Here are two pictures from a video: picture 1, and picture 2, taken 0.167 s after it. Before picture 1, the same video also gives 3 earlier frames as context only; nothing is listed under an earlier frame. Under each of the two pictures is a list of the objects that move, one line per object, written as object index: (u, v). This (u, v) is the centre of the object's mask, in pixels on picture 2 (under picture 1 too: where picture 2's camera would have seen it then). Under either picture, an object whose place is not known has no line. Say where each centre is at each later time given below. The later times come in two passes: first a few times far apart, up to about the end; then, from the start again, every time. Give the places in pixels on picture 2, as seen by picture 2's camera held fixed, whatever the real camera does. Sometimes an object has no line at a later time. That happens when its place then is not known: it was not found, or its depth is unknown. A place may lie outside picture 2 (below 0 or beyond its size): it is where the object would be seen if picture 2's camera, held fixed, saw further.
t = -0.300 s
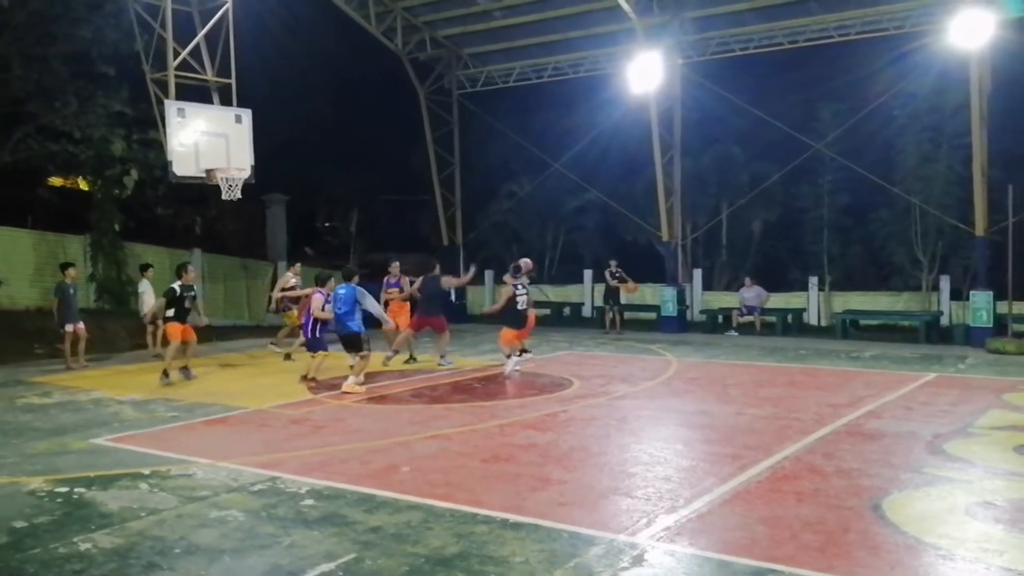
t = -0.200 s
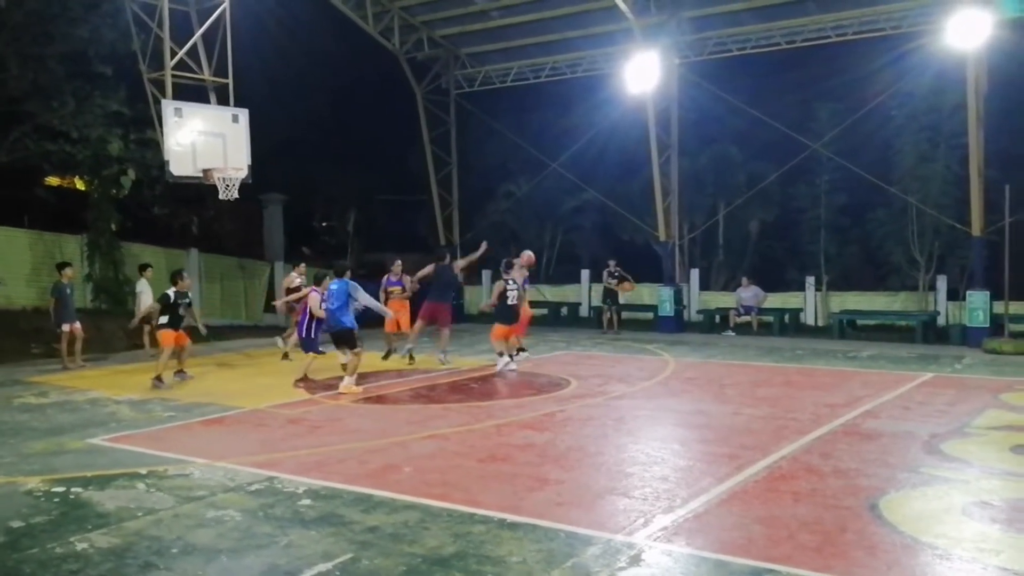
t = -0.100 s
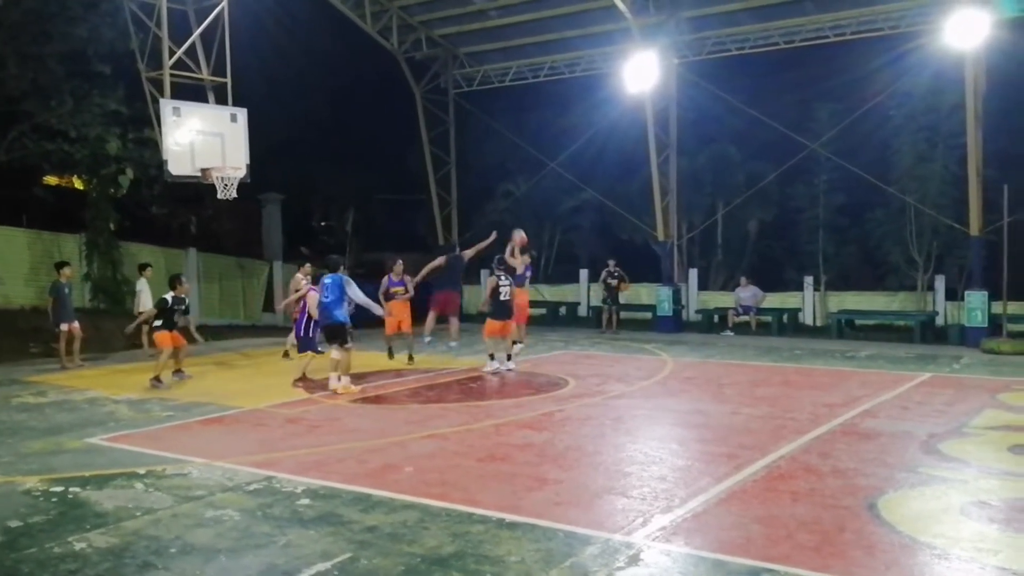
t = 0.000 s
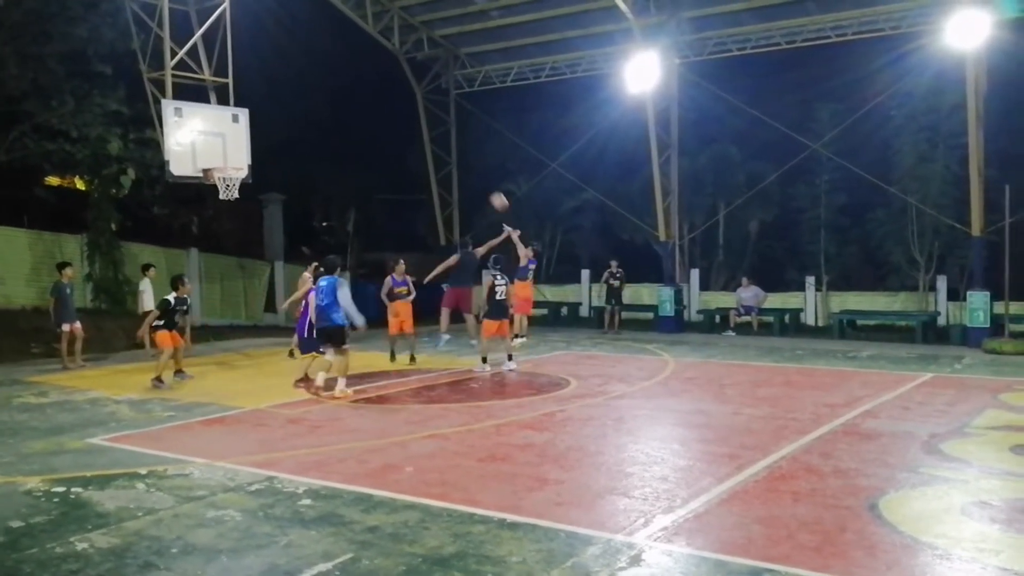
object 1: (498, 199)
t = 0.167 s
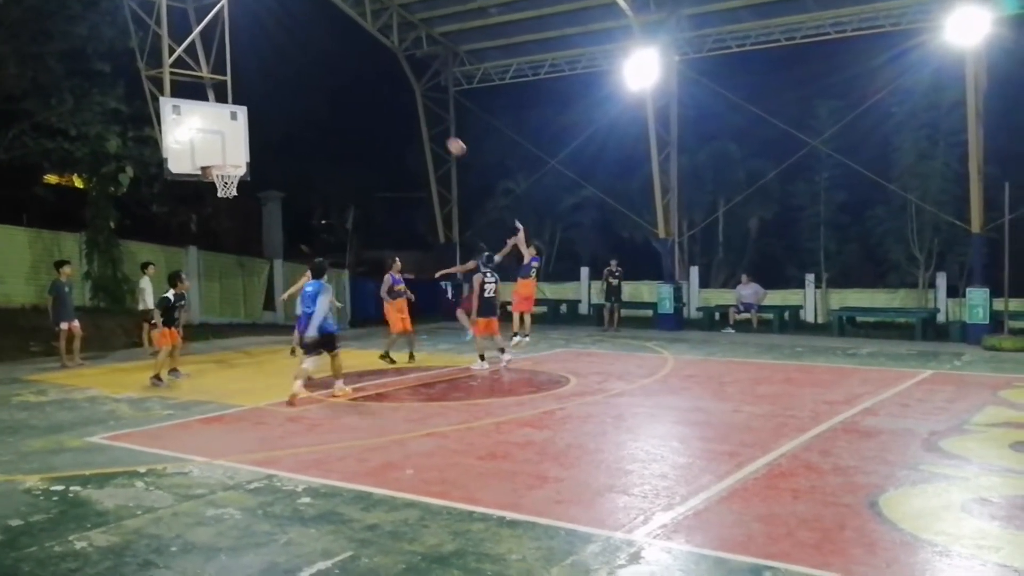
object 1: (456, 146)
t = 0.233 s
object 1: (439, 130)
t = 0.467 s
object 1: (383, 93)
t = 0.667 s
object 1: (335, 88)
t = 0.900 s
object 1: (280, 114)
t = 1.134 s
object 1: (229, 163)
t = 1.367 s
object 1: (247, 155)
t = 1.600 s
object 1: (282, 172)
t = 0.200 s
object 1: (448, 138)
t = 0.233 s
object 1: (439, 130)
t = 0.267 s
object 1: (431, 123)
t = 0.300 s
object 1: (423, 117)
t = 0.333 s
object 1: (416, 110)
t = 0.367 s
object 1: (407, 105)
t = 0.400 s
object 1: (399, 100)
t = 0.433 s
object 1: (391, 96)
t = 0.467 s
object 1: (383, 93)
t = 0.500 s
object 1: (375, 91)
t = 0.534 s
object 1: (367, 89)
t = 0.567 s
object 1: (358, 87)
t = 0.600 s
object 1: (351, 87)
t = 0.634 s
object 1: (343, 87)
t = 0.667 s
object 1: (335, 88)
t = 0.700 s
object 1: (327, 90)
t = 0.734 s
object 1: (319, 92)
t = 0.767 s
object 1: (311, 95)
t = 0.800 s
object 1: (303, 98)
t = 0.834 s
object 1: (296, 103)
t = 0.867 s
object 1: (288, 108)
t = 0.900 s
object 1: (280, 114)
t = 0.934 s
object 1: (273, 120)
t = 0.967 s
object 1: (265, 128)
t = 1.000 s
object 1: (257, 135)
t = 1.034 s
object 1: (252, 143)
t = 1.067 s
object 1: (243, 154)
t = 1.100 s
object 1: (235, 161)
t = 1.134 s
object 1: (229, 163)
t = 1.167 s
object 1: (222, 164)
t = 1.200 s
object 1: (221, 164)
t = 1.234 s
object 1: (226, 161)
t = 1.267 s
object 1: (230, 159)
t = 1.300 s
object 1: (236, 157)
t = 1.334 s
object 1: (241, 156)
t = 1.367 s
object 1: (247, 155)
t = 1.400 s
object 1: (252, 155)
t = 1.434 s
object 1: (257, 156)
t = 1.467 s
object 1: (261, 158)
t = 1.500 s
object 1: (266, 160)
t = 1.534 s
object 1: (272, 164)
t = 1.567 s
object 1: (277, 167)
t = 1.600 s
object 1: (282, 172)
